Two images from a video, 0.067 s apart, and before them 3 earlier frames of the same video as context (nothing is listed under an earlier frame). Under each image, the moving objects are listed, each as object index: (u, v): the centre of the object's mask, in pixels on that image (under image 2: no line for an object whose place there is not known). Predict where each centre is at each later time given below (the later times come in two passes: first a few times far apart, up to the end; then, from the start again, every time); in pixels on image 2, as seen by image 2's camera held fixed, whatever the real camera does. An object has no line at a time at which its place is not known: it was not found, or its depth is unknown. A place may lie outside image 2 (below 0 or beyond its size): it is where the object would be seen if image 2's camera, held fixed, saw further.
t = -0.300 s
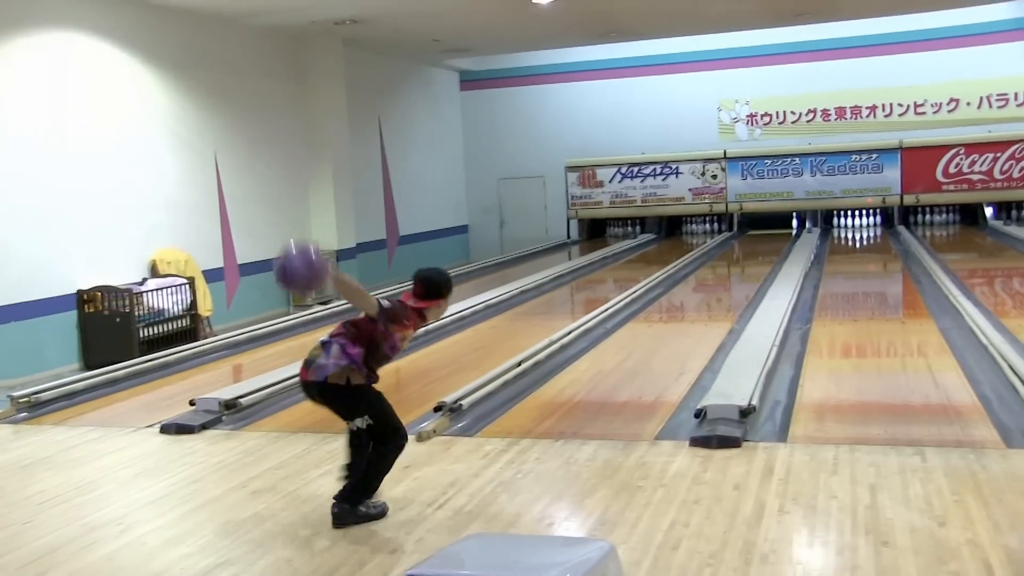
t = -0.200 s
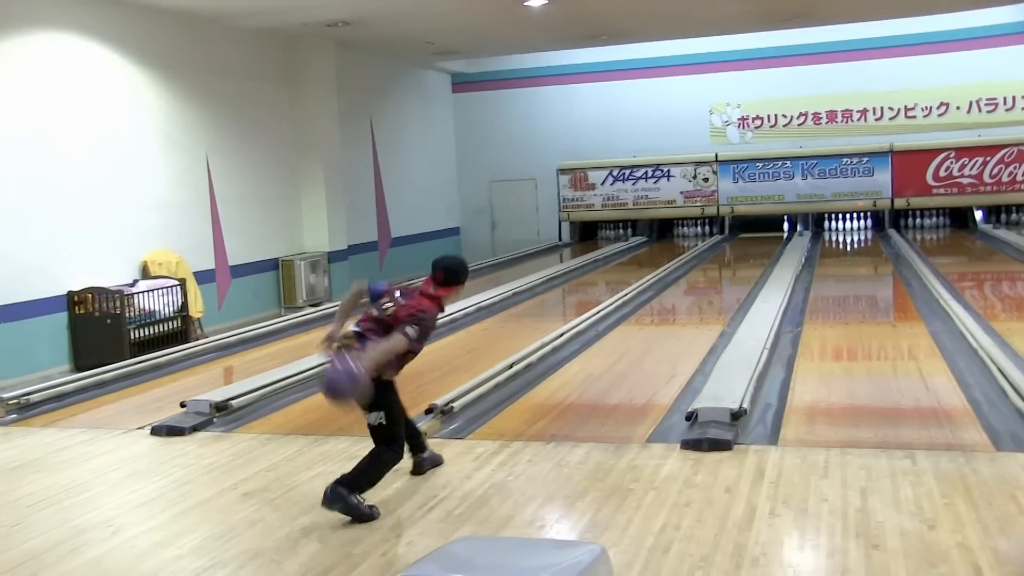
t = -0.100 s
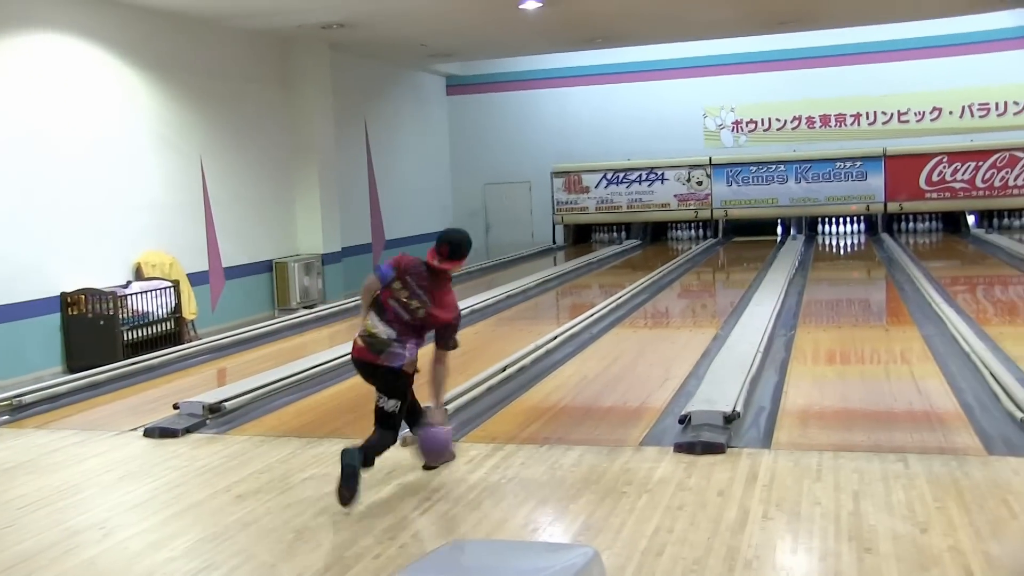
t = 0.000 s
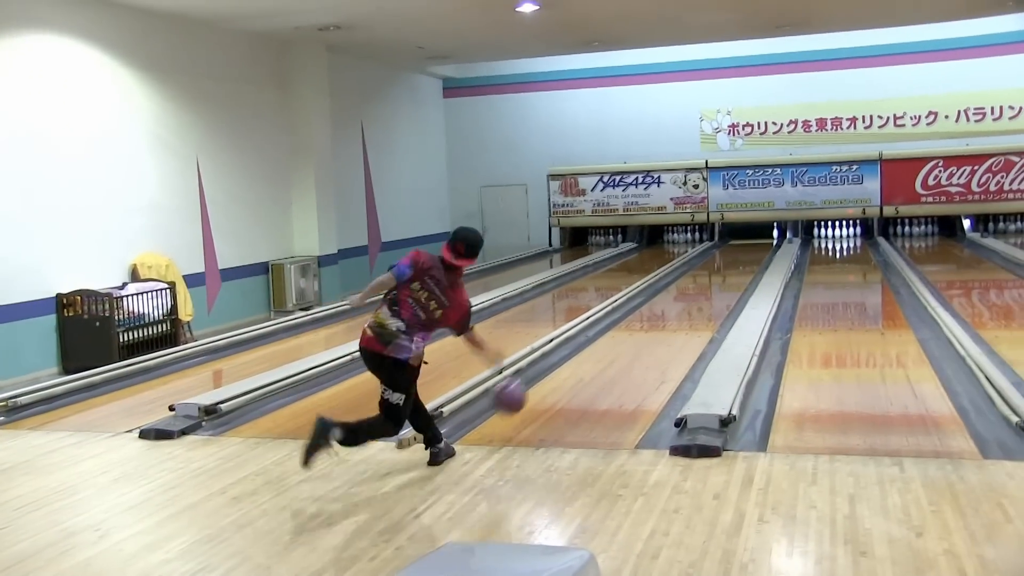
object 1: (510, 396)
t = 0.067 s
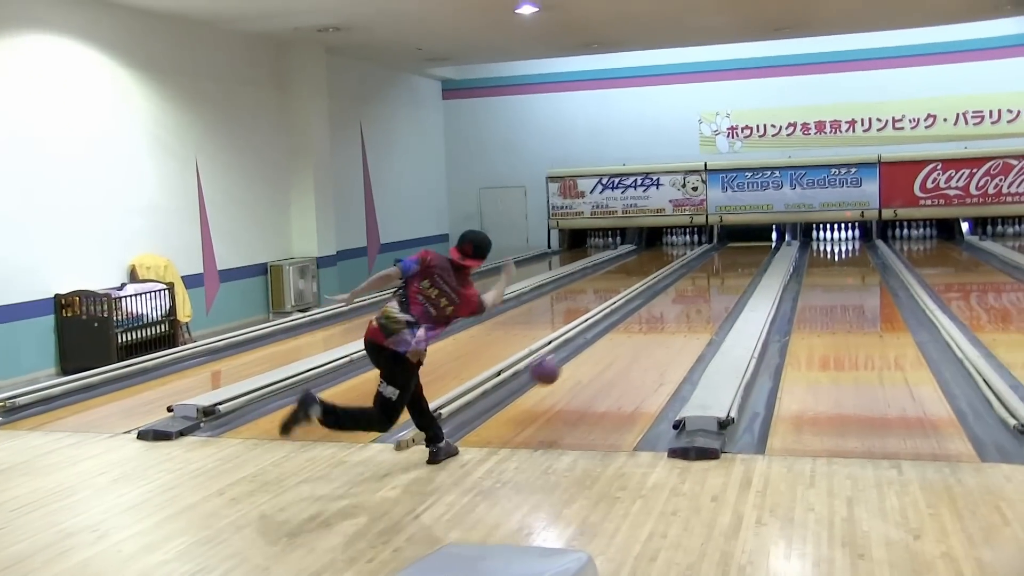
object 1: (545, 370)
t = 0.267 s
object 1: (622, 338)
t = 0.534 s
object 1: (685, 305)
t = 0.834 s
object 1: (728, 277)
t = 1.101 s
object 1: (753, 261)
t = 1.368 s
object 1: (773, 251)
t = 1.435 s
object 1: (777, 247)
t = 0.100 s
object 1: (560, 360)
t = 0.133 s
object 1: (576, 351)
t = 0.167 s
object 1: (589, 345)
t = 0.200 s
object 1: (601, 342)
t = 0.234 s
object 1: (613, 339)
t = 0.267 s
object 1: (622, 338)
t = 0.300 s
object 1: (633, 337)
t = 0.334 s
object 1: (641, 331)
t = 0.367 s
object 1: (650, 327)
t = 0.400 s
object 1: (658, 322)
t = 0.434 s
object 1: (665, 318)
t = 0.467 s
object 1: (672, 314)
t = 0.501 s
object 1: (679, 309)
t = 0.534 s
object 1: (685, 305)
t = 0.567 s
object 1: (691, 301)
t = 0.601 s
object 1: (696, 297)
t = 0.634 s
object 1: (703, 293)
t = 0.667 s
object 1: (706, 291)
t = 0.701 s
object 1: (712, 289)
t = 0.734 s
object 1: (716, 285)
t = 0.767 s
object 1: (721, 282)
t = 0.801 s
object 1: (724, 280)
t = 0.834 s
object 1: (728, 277)
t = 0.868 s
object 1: (732, 275)
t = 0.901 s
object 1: (735, 272)
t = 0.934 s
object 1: (738, 270)
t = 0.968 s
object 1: (742, 268)
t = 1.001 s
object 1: (745, 266)
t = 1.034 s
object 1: (747, 264)
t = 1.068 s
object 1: (750, 263)
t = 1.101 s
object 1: (753, 261)
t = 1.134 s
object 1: (756, 259)
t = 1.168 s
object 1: (758, 257)
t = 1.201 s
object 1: (761, 256)
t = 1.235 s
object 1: (764, 254)
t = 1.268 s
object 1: (766, 253)
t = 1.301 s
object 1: (769, 252)
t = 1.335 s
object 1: (771, 251)
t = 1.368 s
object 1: (773, 251)
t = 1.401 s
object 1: (775, 249)
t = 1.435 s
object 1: (777, 247)
